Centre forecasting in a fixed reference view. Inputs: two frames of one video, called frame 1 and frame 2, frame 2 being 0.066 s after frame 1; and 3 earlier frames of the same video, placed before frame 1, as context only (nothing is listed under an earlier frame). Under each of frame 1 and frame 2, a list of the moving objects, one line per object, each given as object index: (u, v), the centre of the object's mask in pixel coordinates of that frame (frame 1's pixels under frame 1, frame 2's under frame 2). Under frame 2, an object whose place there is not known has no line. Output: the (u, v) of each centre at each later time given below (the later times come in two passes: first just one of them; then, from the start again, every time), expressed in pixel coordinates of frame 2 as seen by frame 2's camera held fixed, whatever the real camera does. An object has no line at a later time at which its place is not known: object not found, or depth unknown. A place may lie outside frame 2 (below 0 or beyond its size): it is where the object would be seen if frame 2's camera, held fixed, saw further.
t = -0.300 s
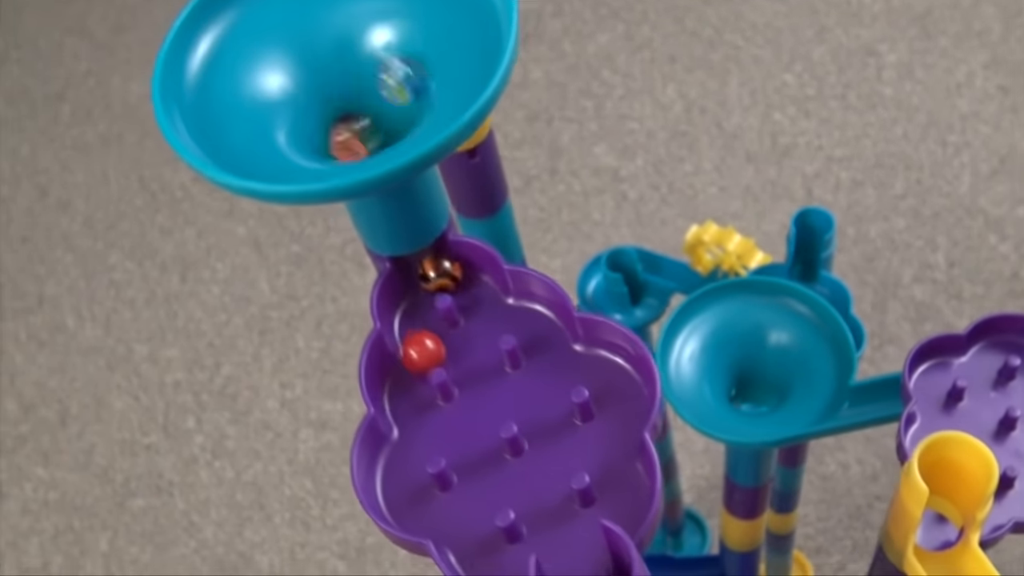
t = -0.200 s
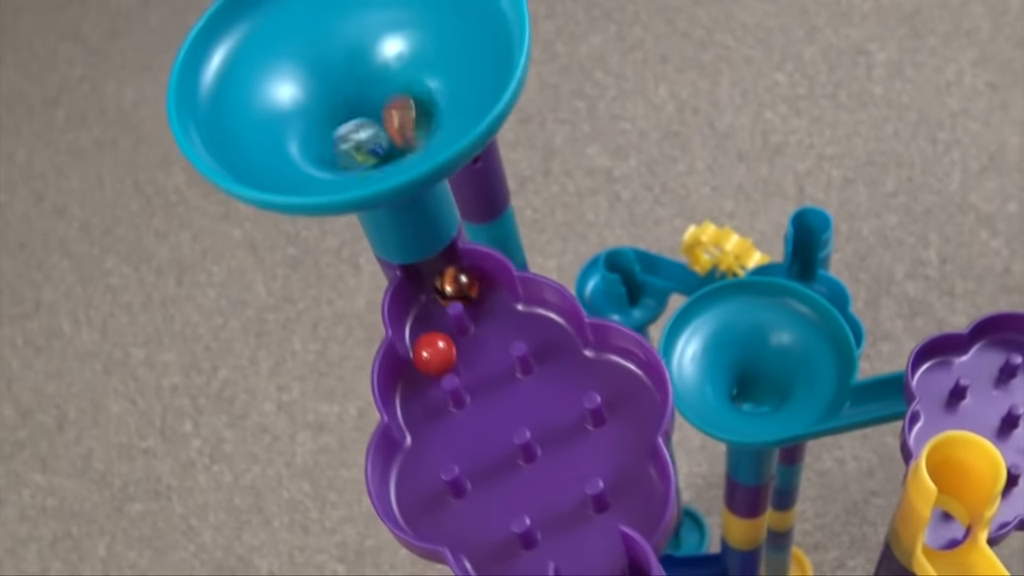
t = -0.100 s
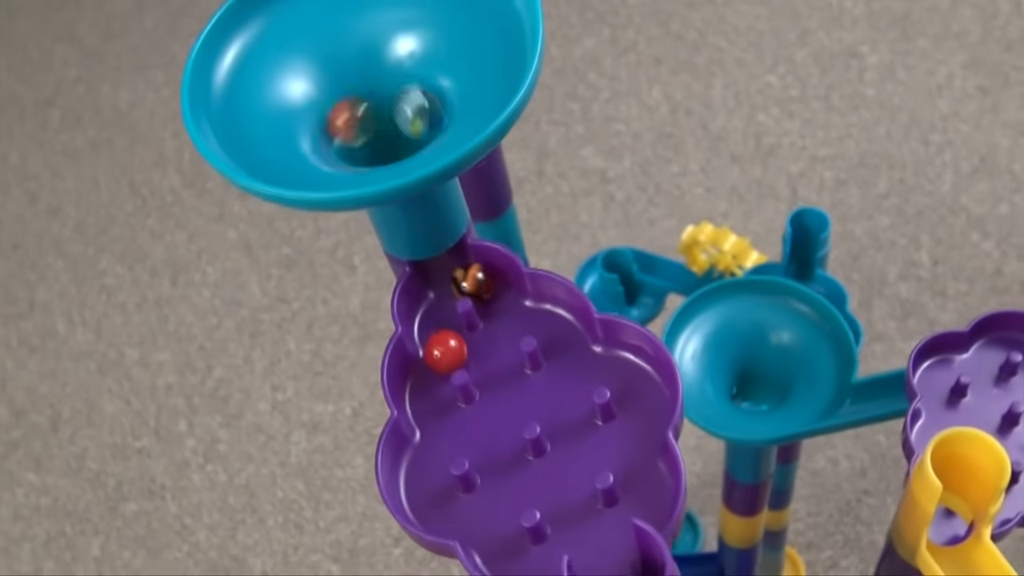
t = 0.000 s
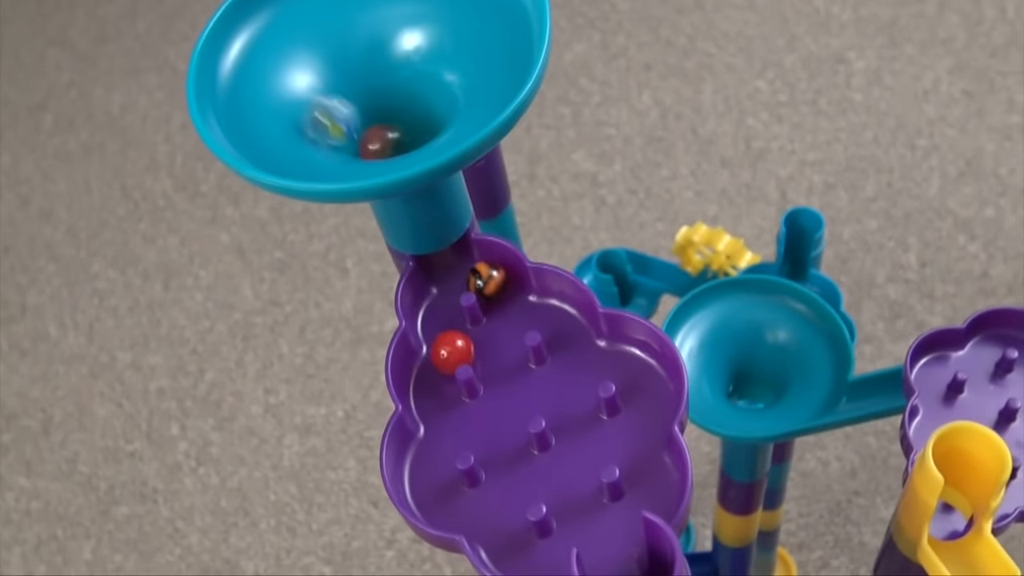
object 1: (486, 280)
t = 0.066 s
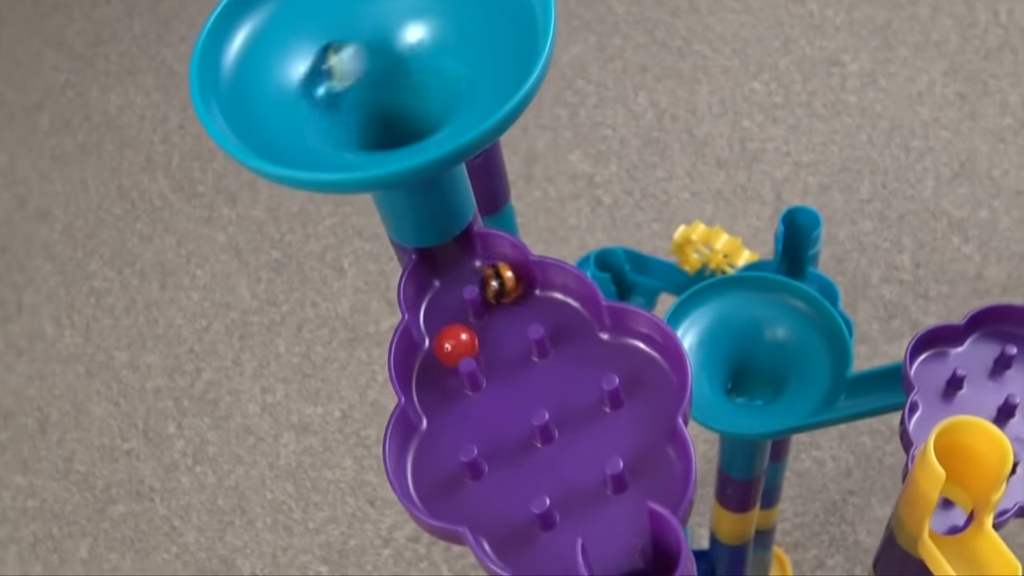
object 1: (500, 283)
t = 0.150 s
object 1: (520, 295)
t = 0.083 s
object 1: (502, 284)
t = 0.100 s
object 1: (507, 286)
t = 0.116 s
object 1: (511, 289)
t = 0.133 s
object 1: (516, 293)
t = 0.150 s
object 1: (520, 295)
